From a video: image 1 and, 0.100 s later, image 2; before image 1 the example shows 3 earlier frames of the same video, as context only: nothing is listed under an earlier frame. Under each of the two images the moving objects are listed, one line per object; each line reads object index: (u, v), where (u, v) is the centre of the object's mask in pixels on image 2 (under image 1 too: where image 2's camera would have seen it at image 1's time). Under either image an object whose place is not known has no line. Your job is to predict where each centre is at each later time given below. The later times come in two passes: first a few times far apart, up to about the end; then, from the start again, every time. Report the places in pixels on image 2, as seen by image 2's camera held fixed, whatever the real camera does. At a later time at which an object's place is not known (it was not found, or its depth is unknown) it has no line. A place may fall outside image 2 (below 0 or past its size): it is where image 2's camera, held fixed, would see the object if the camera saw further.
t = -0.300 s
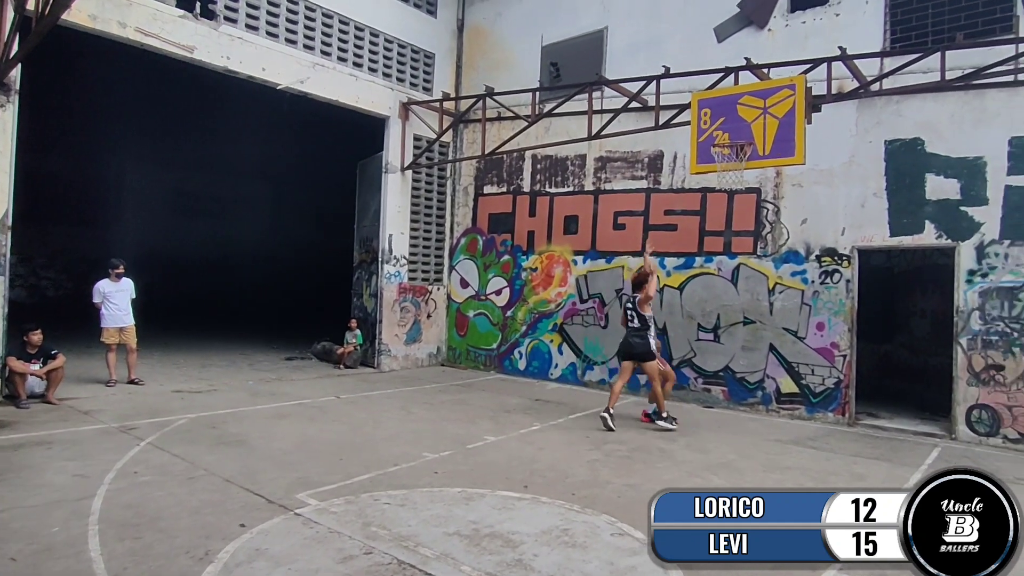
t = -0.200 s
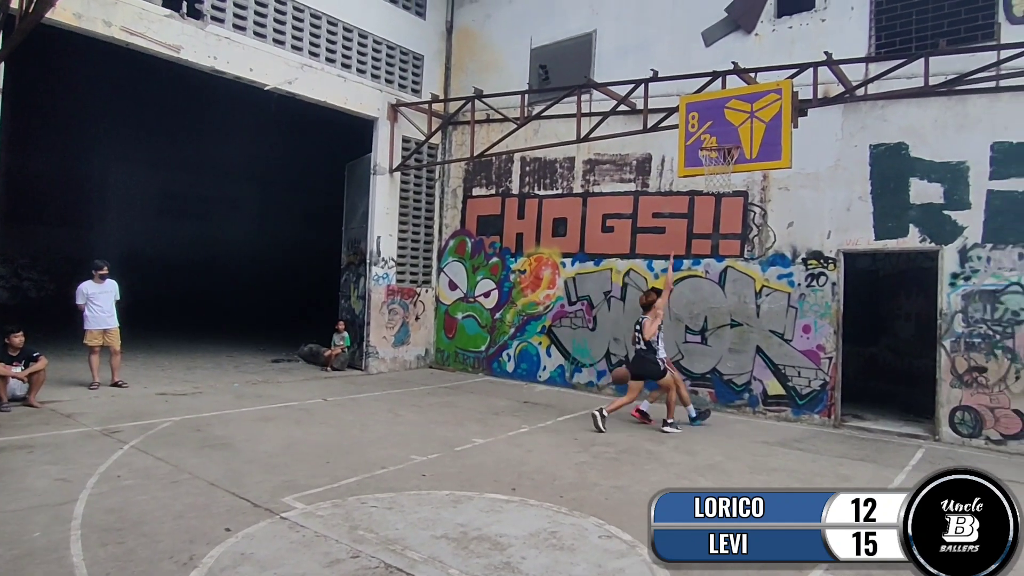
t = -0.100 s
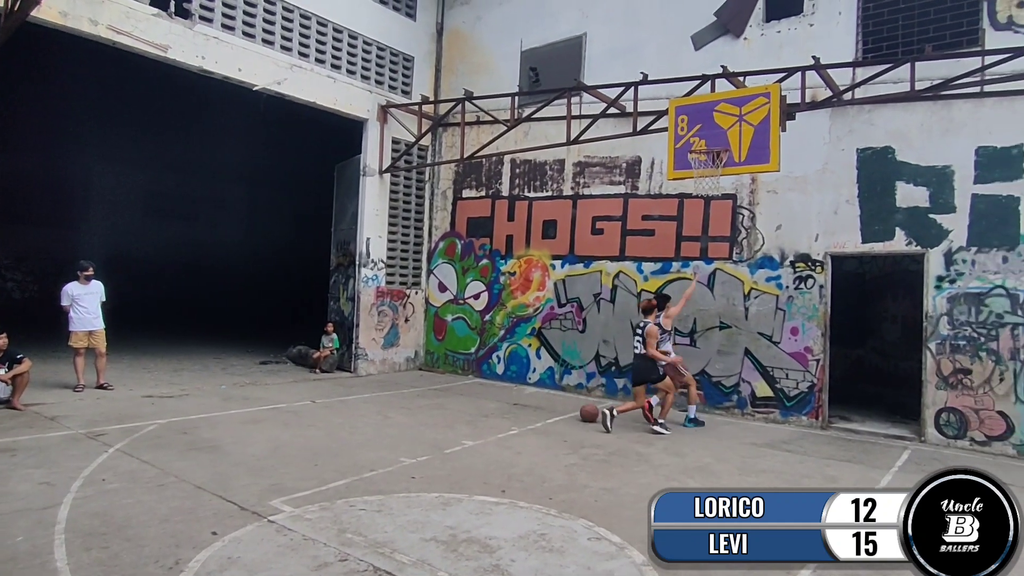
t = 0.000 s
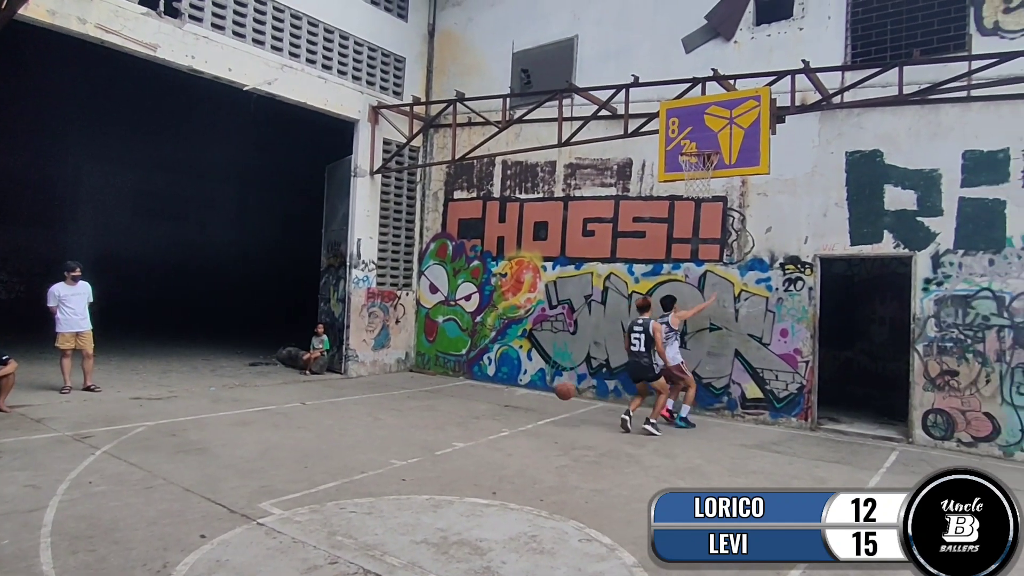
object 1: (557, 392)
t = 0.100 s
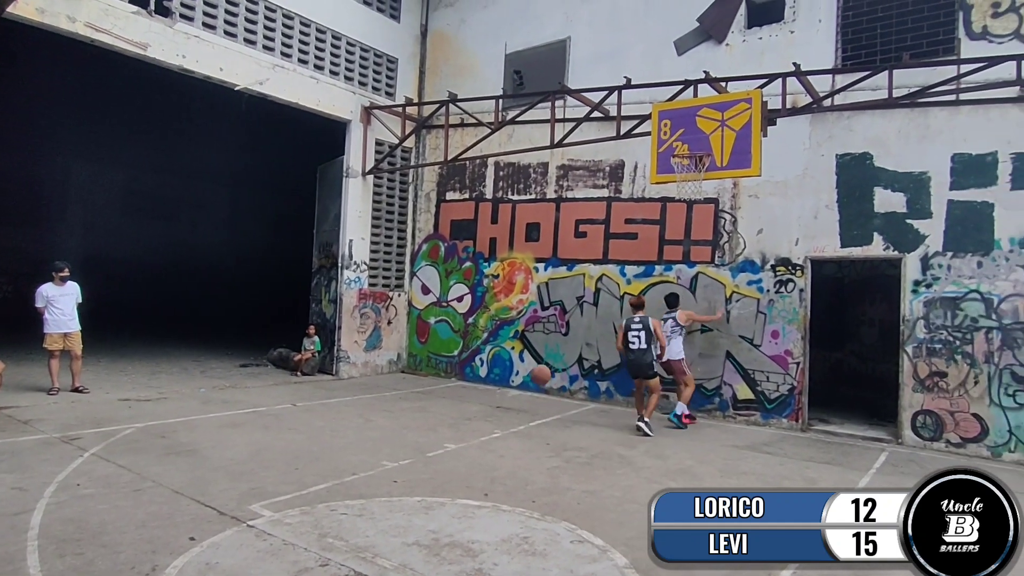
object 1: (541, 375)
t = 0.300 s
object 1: (504, 364)
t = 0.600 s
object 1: (434, 420)
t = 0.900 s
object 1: (352, 409)
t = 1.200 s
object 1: (242, 448)
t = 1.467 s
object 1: (112, 470)
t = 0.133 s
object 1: (535, 371)
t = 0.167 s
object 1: (530, 367)
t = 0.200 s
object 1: (523, 365)
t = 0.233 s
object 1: (517, 363)
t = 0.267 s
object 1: (510, 363)
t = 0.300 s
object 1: (504, 364)
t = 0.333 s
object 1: (497, 365)
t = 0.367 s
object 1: (490, 368)
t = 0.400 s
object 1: (483, 371)
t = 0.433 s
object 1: (475, 376)
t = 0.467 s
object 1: (467, 382)
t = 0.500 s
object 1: (459, 390)
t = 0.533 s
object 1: (451, 399)
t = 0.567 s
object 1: (443, 409)
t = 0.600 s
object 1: (434, 420)
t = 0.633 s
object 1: (425, 433)
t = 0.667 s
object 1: (416, 448)
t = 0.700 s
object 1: (407, 442)
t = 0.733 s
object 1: (399, 433)
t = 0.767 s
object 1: (390, 427)
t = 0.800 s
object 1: (381, 420)
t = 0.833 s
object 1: (372, 415)
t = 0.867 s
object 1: (362, 411)
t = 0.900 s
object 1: (352, 409)
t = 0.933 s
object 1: (341, 407)
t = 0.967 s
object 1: (330, 407)
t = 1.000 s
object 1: (320, 409)
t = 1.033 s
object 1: (308, 411)
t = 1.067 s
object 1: (296, 415)
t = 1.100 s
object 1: (283, 420)
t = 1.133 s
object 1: (270, 428)
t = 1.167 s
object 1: (257, 437)
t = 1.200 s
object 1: (242, 448)
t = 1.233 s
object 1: (228, 460)
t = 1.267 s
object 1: (213, 475)
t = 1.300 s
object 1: (198, 490)
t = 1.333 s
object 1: (182, 482)
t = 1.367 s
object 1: (165, 477)
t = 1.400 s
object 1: (149, 473)
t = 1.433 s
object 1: (131, 471)
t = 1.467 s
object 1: (112, 470)
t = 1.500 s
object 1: (94, 471)
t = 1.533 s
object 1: (82, 472)
